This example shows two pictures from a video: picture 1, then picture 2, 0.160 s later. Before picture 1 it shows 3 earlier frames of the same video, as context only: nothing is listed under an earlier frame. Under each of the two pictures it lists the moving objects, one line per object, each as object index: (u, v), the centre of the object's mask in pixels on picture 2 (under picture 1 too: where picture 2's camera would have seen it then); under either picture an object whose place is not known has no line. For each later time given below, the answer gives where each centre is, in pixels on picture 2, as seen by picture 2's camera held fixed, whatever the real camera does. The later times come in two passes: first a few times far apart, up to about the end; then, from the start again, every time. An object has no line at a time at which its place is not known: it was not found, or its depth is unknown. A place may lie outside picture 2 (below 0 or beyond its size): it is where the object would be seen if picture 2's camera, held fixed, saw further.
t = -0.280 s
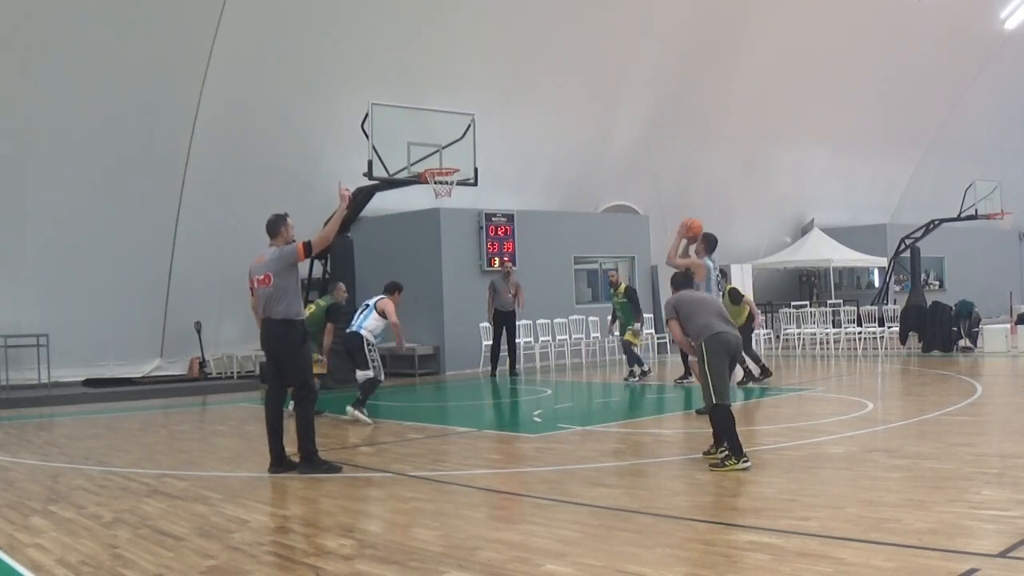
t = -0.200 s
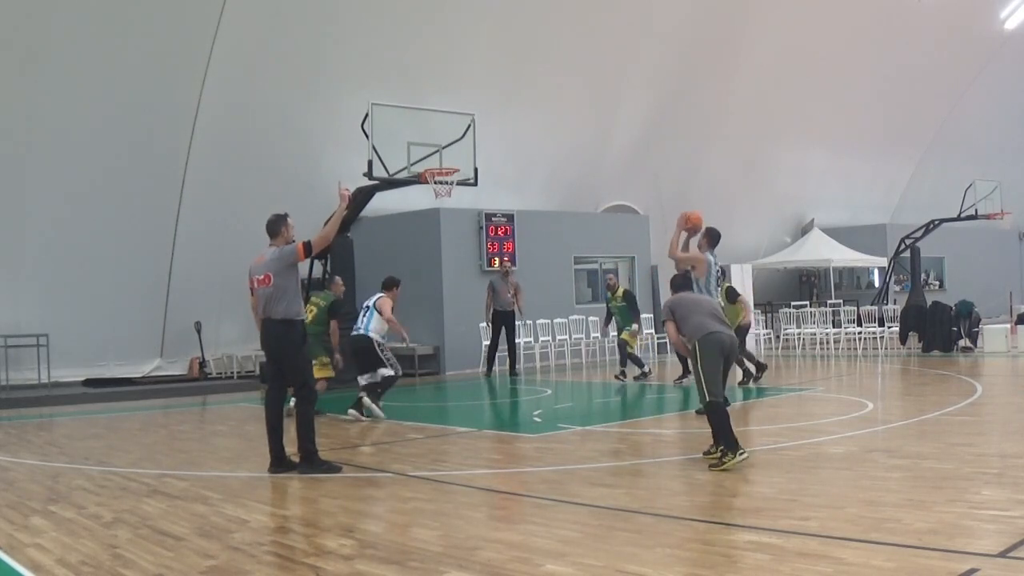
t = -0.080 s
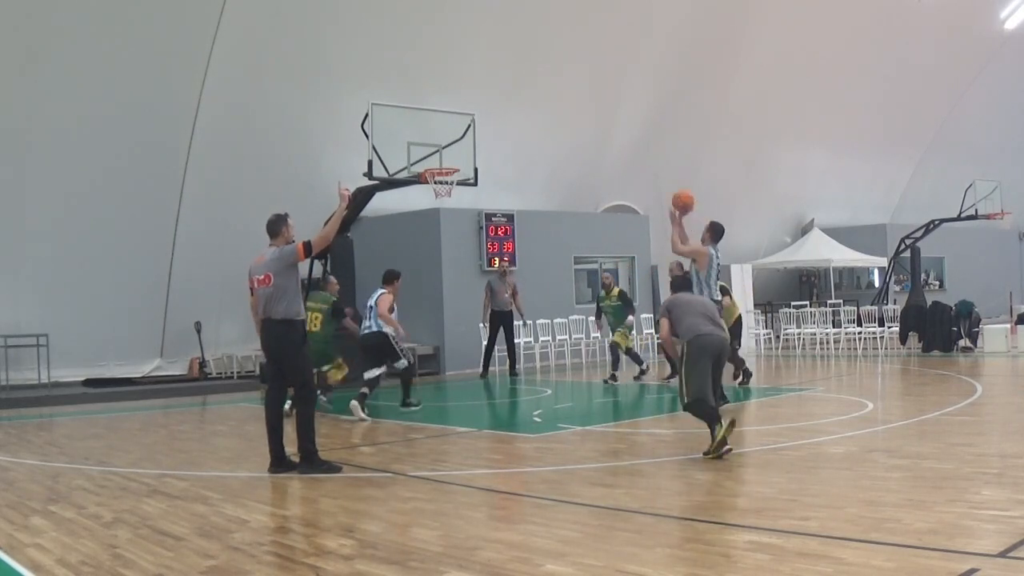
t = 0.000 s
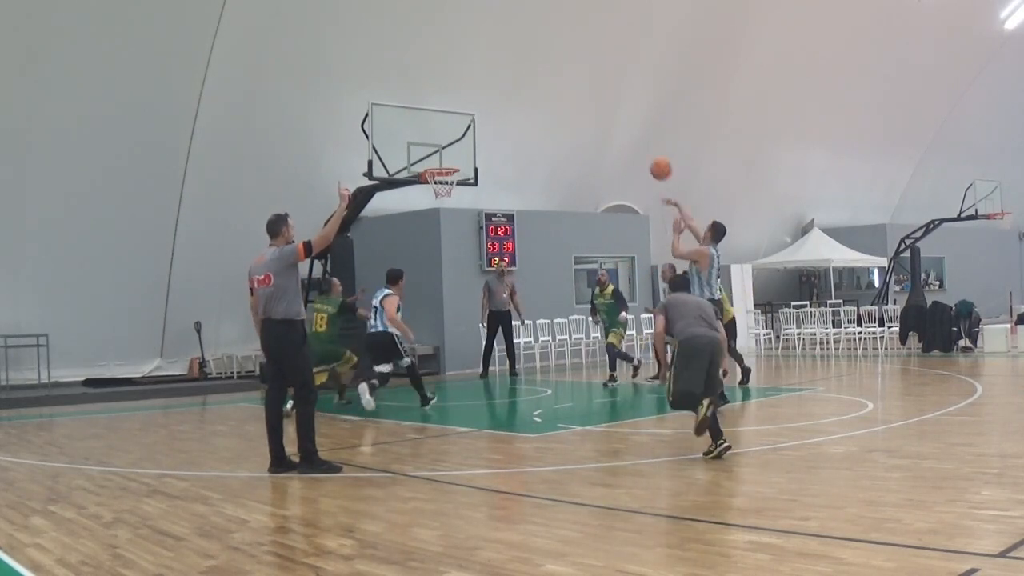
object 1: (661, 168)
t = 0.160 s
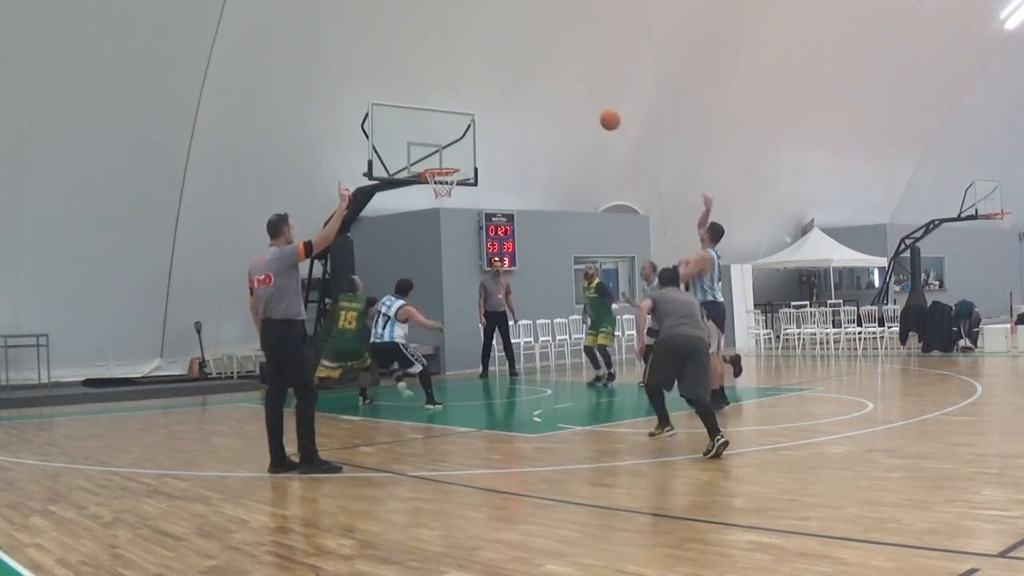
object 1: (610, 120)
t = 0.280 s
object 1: (575, 99)
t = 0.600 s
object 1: (496, 102)
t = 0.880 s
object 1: (441, 159)
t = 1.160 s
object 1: (434, 155)
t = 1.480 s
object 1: (445, 158)
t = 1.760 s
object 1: (439, 192)
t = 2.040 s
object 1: (441, 191)
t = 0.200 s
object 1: (598, 111)
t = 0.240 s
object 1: (586, 105)
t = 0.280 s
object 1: (575, 99)
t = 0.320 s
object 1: (565, 95)
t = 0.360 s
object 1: (554, 92)
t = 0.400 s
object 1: (544, 91)
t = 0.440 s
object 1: (534, 91)
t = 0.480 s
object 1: (524, 92)
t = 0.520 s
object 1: (515, 94)
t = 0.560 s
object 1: (506, 97)
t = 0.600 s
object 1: (496, 102)
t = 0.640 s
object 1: (488, 107)
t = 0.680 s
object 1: (480, 114)
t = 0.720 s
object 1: (471, 122)
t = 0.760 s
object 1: (464, 130)
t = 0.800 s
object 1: (455, 140)
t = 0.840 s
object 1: (448, 150)
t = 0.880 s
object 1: (441, 159)
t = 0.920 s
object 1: (439, 158)
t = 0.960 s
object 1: (436, 158)
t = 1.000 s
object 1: (433, 159)
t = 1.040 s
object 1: (430, 160)
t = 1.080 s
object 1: (428, 160)
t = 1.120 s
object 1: (431, 158)
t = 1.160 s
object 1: (434, 155)
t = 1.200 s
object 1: (437, 155)
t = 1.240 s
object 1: (441, 155)
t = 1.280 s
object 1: (444, 156)
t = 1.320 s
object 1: (447, 158)
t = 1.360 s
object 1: (448, 159)
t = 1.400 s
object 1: (448, 158)
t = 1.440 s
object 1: (447, 157)
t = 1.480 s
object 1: (445, 158)
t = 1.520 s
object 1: (445, 159)
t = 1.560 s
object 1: (443, 160)
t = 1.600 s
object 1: (442, 164)
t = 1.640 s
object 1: (443, 169)
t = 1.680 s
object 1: (446, 171)
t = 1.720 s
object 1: (440, 184)
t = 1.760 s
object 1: (439, 192)
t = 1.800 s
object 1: (439, 191)
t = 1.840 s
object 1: (439, 189)
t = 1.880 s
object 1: (439, 189)
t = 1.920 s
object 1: (440, 188)
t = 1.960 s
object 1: (440, 188)
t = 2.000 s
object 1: (441, 189)
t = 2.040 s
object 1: (441, 191)
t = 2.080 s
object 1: (442, 193)
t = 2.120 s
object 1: (443, 197)
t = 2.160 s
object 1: (444, 204)
